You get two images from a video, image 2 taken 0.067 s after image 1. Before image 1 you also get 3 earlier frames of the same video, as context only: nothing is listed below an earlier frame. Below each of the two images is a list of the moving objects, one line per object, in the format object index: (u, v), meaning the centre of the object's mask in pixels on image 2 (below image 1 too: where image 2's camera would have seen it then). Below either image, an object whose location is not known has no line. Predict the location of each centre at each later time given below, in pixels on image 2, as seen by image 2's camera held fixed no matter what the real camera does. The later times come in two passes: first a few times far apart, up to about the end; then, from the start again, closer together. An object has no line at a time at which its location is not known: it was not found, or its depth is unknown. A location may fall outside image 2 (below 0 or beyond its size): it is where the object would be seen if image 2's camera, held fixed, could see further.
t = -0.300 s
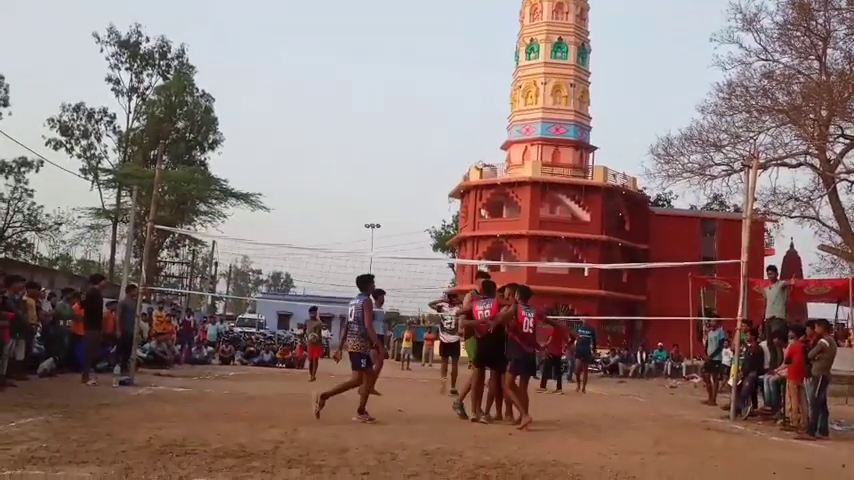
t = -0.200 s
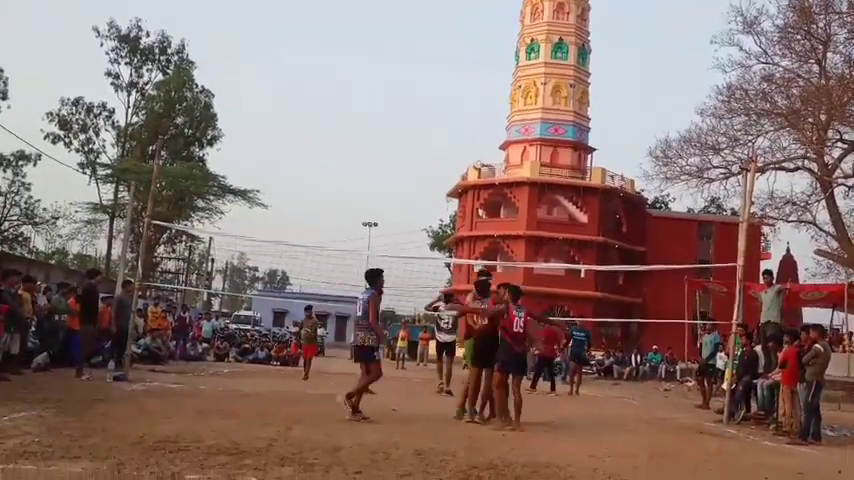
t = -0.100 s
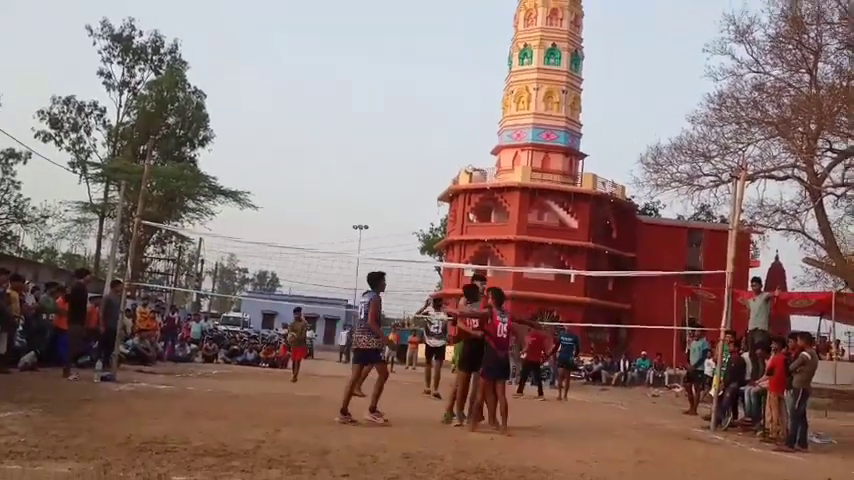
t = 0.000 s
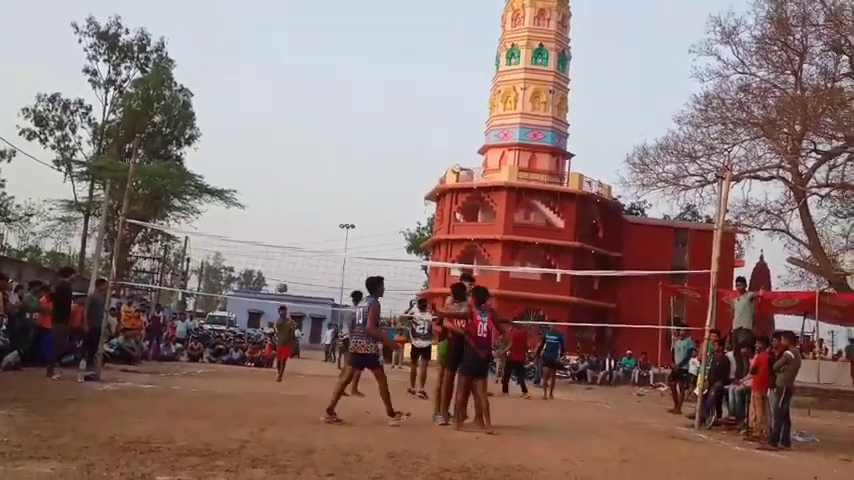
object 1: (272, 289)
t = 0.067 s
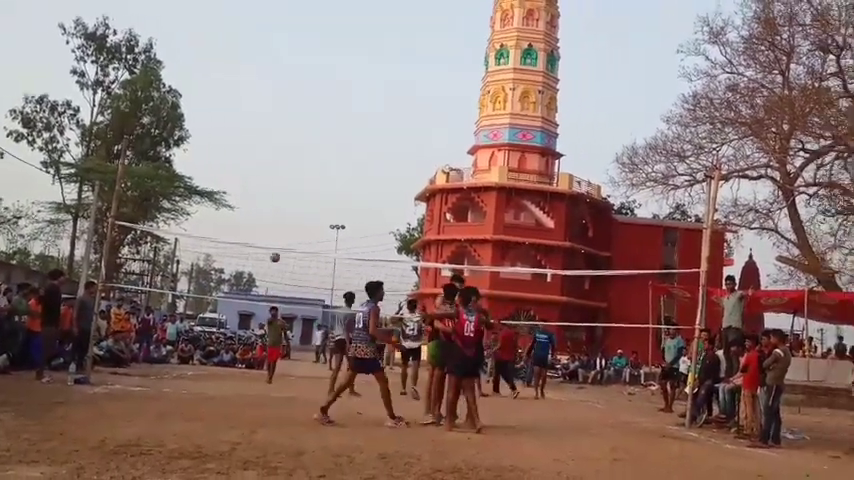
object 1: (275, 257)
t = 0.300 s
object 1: (278, 157)
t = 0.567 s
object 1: (276, 67)
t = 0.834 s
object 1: (267, 6)
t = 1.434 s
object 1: (231, 18)
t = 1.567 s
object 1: (217, 50)
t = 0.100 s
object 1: (275, 242)
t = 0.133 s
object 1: (276, 227)
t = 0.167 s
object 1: (277, 212)
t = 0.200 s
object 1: (278, 197)
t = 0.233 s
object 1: (278, 183)
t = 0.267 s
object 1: (278, 170)
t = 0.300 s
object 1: (278, 157)
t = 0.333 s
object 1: (278, 144)
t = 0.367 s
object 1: (278, 131)
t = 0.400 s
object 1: (278, 119)
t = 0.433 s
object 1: (278, 108)
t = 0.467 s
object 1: (278, 97)
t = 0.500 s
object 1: (277, 86)
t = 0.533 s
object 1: (277, 77)
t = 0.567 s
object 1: (276, 67)
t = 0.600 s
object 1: (275, 57)
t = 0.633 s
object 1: (274, 48)
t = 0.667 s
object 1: (273, 40)
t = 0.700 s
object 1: (272, 32)
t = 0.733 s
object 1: (271, 24)
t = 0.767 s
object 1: (269, 17)
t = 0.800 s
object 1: (268, 11)
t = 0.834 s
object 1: (267, 6)
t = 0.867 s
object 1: (265, 0)
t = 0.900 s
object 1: (262, -4)
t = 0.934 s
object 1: (260, -9)
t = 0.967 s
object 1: (262, -9)
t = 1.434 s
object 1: (231, 18)
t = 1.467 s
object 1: (226, 24)
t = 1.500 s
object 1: (223, 30)
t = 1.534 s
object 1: (220, 39)
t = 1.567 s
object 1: (217, 50)
